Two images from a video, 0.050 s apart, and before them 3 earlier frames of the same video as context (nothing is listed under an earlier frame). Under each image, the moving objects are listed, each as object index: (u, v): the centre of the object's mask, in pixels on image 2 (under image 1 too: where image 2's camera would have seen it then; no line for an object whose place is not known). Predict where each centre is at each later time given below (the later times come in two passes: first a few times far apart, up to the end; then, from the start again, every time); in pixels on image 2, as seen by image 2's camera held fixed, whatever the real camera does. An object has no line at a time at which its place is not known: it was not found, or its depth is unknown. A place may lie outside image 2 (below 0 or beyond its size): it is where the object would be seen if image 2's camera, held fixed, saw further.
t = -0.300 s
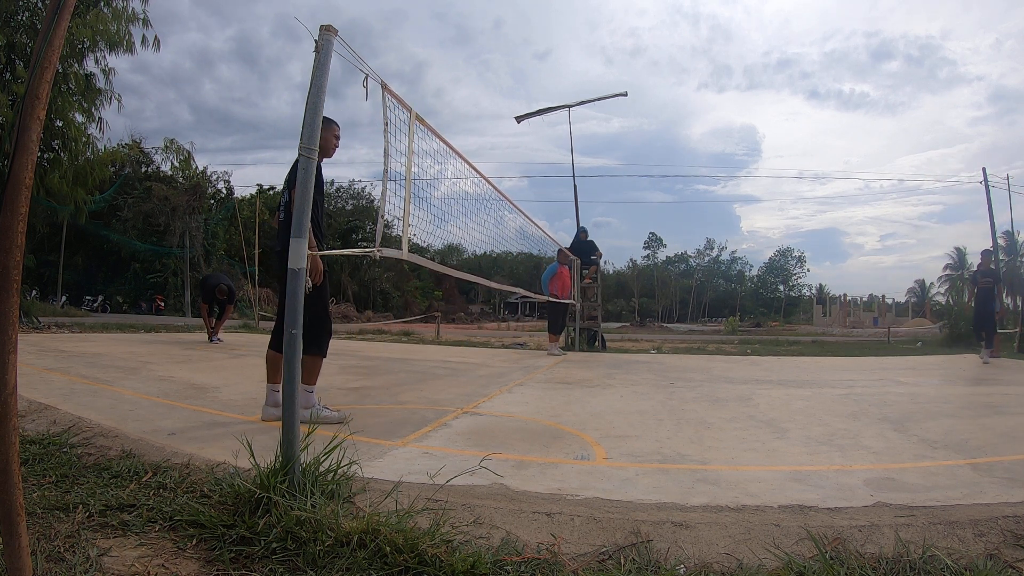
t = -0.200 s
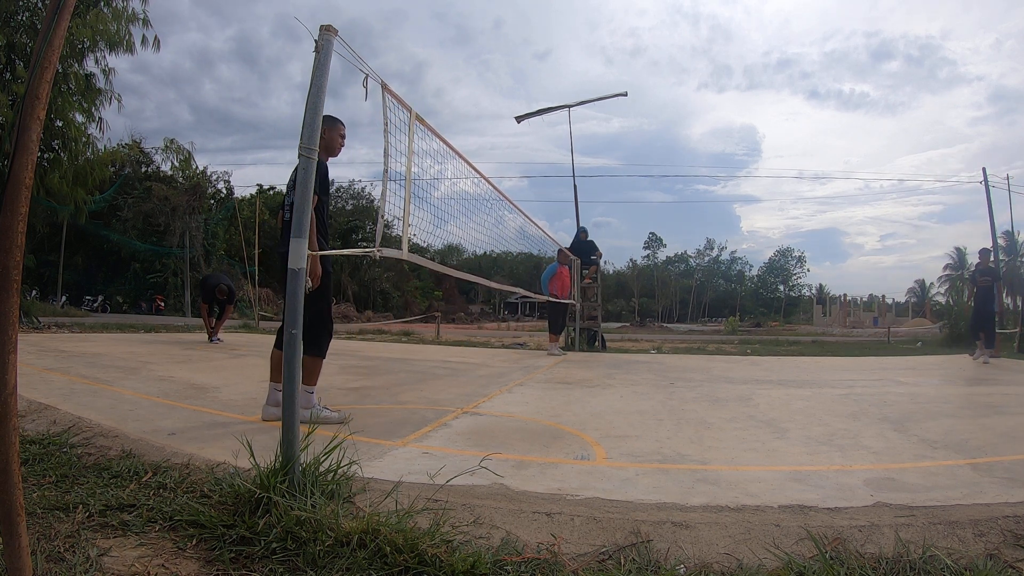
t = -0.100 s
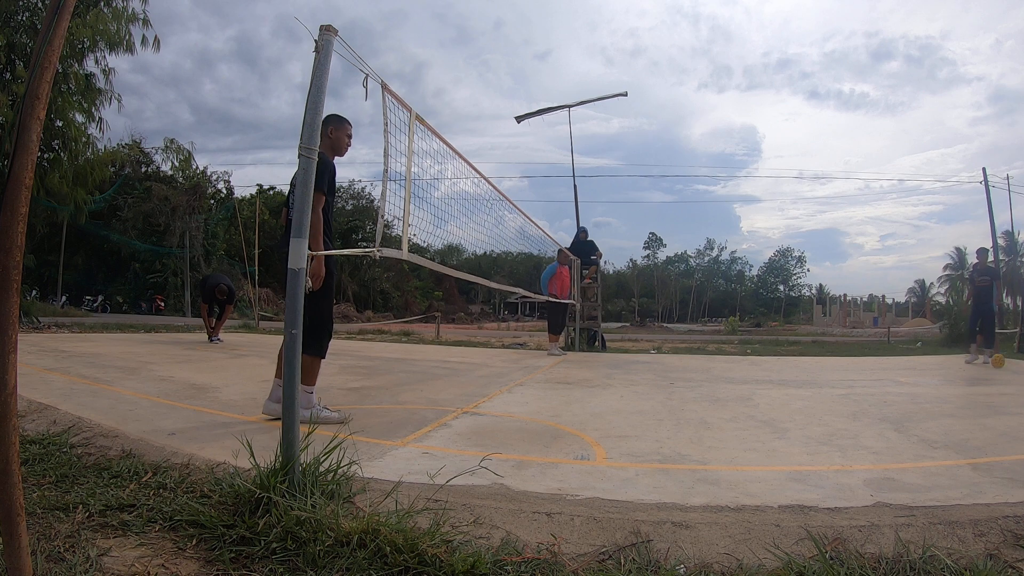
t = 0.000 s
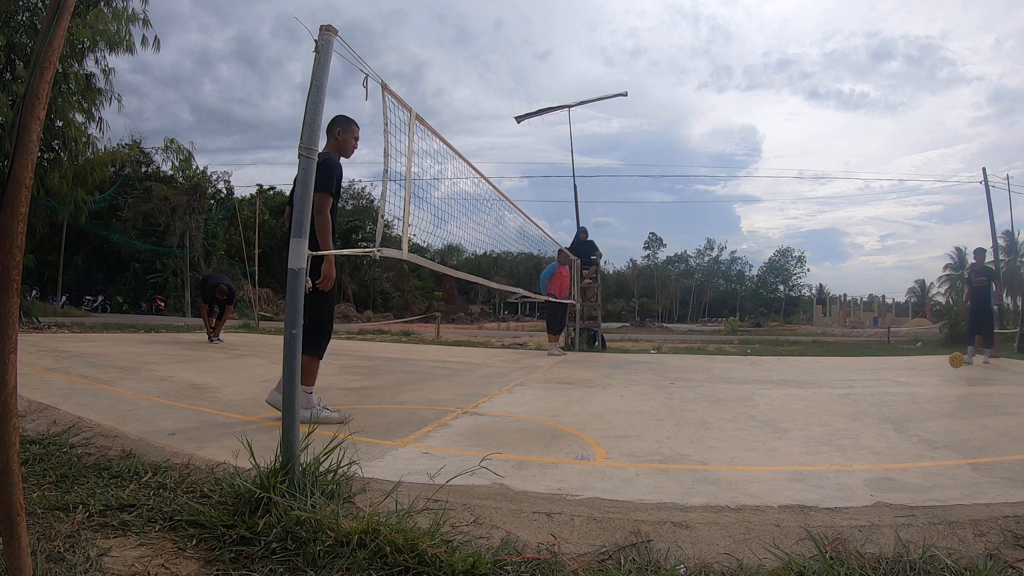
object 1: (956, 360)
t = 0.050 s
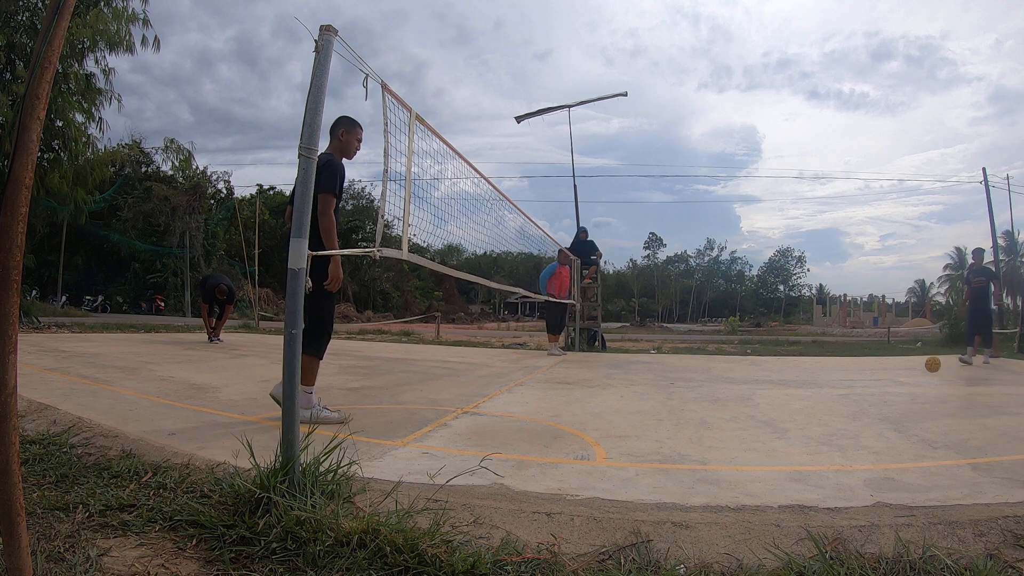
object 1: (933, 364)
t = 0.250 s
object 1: (822, 387)
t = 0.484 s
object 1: (670, 388)
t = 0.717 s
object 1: (503, 396)
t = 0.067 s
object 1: (924, 367)
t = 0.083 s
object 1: (916, 369)
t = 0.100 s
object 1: (907, 372)
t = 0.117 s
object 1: (898, 375)
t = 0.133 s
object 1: (889, 379)
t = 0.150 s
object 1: (879, 383)
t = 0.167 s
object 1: (869, 388)
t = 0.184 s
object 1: (859, 393)
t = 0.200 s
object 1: (849, 396)
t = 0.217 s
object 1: (840, 393)
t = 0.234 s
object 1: (831, 389)
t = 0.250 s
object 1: (822, 387)
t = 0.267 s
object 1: (813, 384)
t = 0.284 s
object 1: (803, 382)
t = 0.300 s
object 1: (794, 381)
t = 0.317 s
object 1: (784, 379)
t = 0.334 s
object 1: (773, 378)
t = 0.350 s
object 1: (763, 378)
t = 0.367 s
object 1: (752, 378)
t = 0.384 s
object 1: (741, 378)
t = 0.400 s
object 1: (730, 379)
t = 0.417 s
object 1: (718, 380)
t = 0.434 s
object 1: (706, 381)
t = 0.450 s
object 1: (694, 383)
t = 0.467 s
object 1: (682, 385)
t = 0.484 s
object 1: (670, 388)
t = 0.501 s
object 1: (657, 392)
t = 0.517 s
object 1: (644, 396)
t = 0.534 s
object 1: (631, 400)
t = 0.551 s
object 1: (618, 404)
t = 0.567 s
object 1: (605, 407)
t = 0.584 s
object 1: (594, 404)
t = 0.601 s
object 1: (583, 402)
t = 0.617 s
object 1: (572, 400)
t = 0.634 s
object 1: (561, 398)
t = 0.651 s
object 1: (549, 397)
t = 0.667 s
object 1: (538, 396)
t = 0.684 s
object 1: (526, 396)
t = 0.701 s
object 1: (515, 396)
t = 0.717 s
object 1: (503, 396)
